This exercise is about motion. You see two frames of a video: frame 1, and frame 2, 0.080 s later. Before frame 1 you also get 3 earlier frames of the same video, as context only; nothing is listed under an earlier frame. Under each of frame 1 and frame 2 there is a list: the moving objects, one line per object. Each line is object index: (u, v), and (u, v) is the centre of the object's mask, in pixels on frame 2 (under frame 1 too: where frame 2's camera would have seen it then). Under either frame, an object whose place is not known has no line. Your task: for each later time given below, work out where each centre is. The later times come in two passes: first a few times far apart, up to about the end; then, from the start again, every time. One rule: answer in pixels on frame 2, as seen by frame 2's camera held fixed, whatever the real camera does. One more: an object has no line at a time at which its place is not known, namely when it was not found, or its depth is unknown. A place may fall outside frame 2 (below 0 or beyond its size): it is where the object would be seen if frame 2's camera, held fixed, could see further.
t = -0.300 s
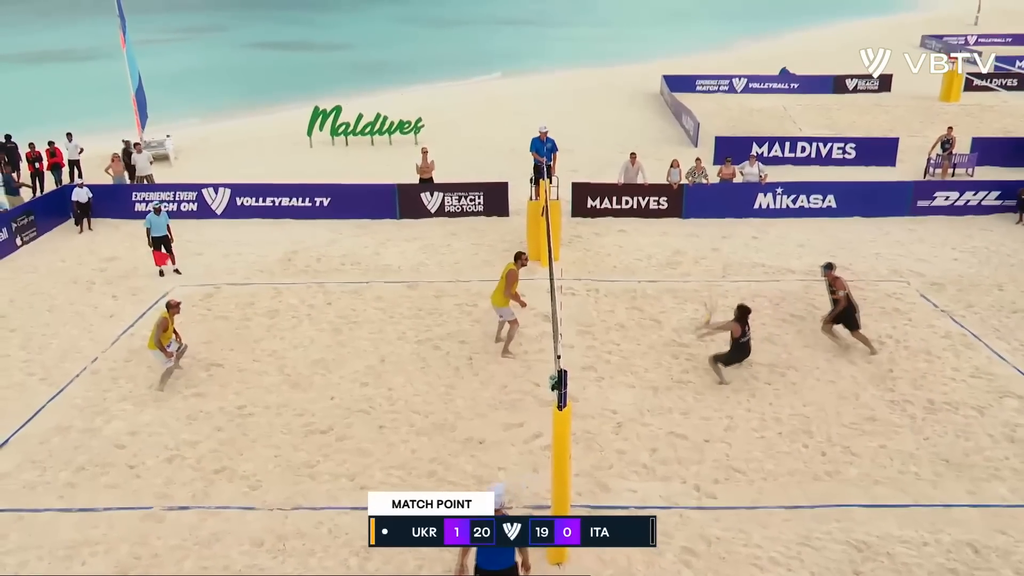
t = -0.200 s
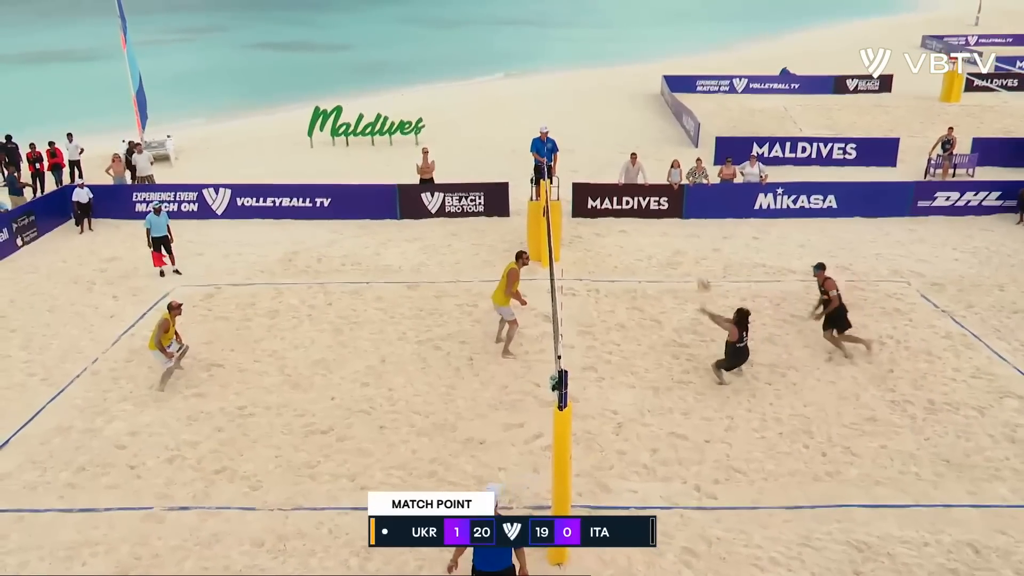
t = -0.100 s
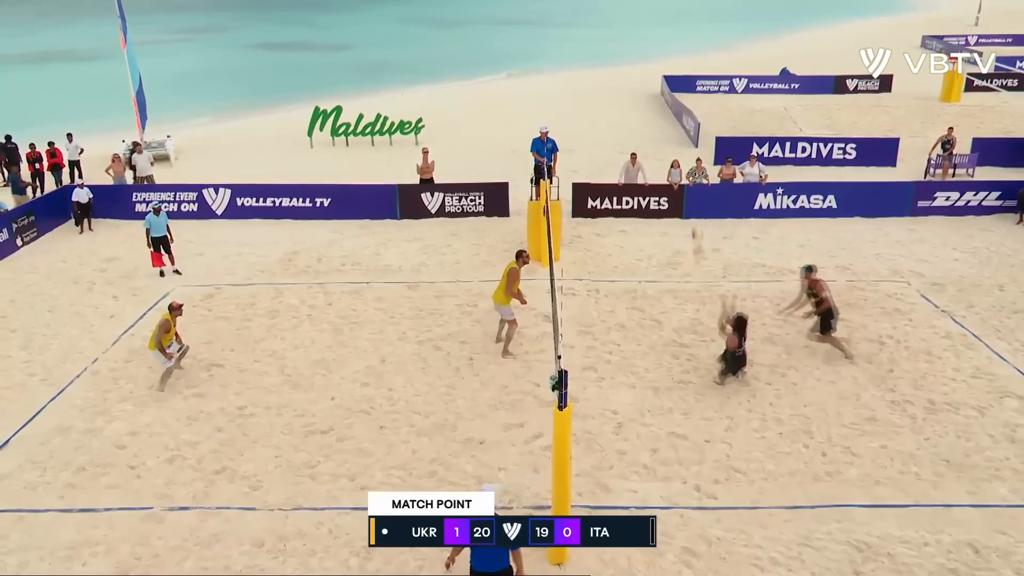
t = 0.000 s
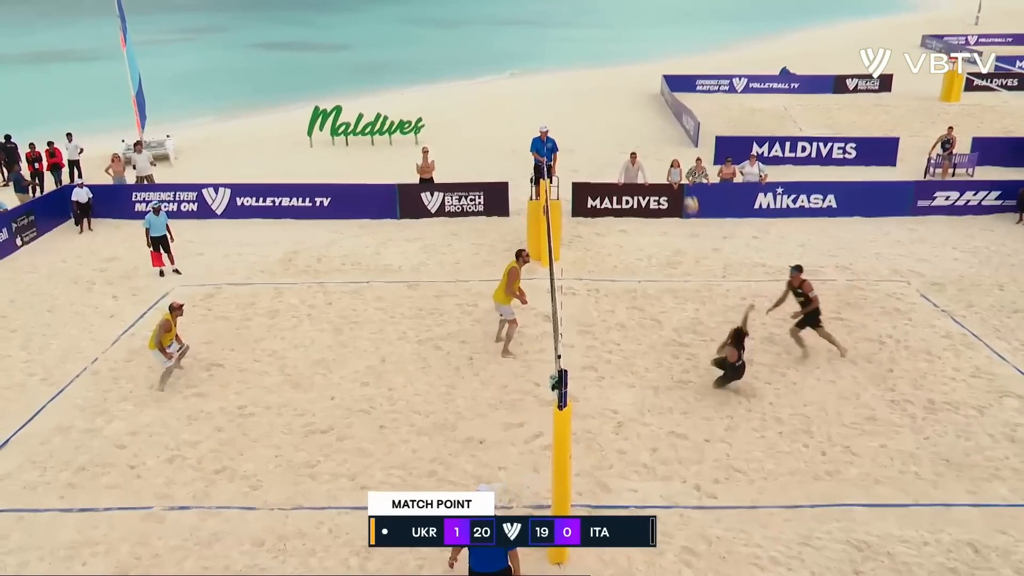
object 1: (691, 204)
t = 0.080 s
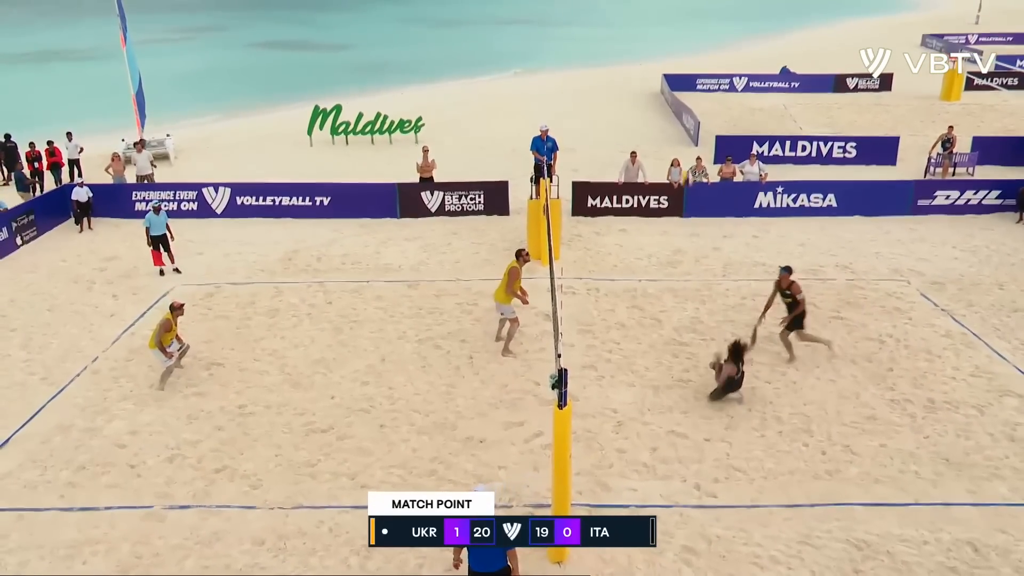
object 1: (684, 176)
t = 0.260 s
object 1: (670, 132)
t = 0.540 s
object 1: (647, 103)
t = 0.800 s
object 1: (624, 120)
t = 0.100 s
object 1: (684, 166)
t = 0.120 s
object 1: (682, 165)
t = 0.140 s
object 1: (681, 158)
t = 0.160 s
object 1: (680, 155)
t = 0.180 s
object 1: (678, 150)
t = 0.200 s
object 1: (676, 146)
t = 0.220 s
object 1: (674, 138)
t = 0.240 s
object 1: (673, 137)
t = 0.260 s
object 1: (670, 132)
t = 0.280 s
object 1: (670, 129)
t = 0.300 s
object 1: (668, 125)
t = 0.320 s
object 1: (667, 121)
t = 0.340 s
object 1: (665, 120)
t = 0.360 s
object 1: (663, 115)
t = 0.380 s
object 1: (660, 113)
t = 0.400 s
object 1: (659, 111)
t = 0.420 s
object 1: (657, 109)
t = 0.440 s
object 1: (656, 107)
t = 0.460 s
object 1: (654, 106)
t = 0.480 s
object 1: (653, 105)
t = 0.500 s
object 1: (651, 105)
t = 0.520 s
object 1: (649, 104)
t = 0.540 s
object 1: (647, 103)
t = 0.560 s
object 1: (646, 103)
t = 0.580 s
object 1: (644, 103)
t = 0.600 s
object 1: (642, 103)
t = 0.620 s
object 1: (641, 104)
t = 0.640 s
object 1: (639, 105)
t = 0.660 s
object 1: (637, 106)
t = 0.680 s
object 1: (635, 107)
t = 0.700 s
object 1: (634, 109)
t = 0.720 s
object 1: (632, 110)
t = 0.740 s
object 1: (630, 112)
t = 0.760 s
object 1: (628, 115)
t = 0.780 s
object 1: (626, 117)
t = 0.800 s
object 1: (624, 120)
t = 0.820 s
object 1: (622, 123)
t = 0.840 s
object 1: (621, 127)
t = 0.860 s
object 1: (619, 130)
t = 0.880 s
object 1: (617, 134)
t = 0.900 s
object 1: (616, 137)
